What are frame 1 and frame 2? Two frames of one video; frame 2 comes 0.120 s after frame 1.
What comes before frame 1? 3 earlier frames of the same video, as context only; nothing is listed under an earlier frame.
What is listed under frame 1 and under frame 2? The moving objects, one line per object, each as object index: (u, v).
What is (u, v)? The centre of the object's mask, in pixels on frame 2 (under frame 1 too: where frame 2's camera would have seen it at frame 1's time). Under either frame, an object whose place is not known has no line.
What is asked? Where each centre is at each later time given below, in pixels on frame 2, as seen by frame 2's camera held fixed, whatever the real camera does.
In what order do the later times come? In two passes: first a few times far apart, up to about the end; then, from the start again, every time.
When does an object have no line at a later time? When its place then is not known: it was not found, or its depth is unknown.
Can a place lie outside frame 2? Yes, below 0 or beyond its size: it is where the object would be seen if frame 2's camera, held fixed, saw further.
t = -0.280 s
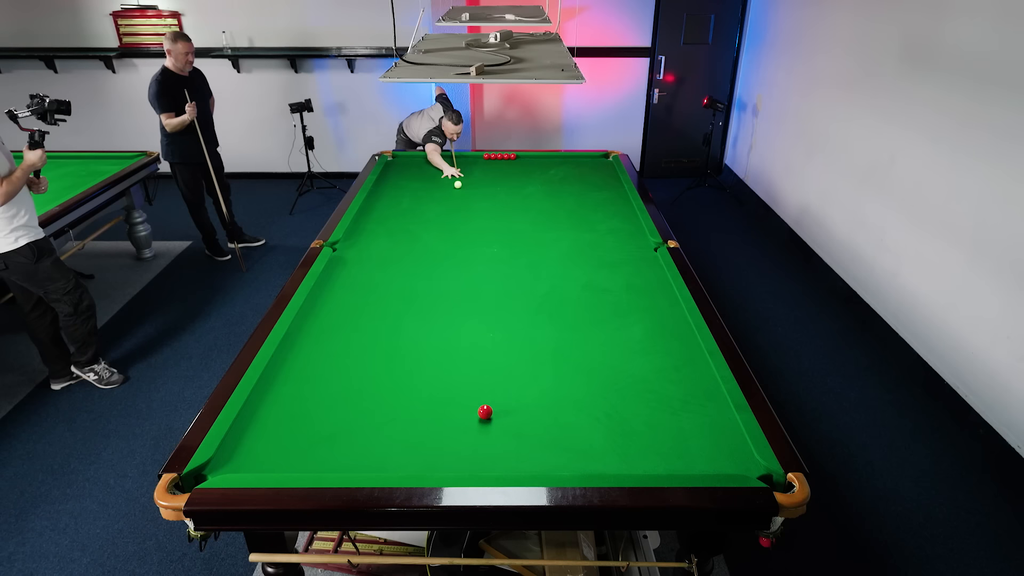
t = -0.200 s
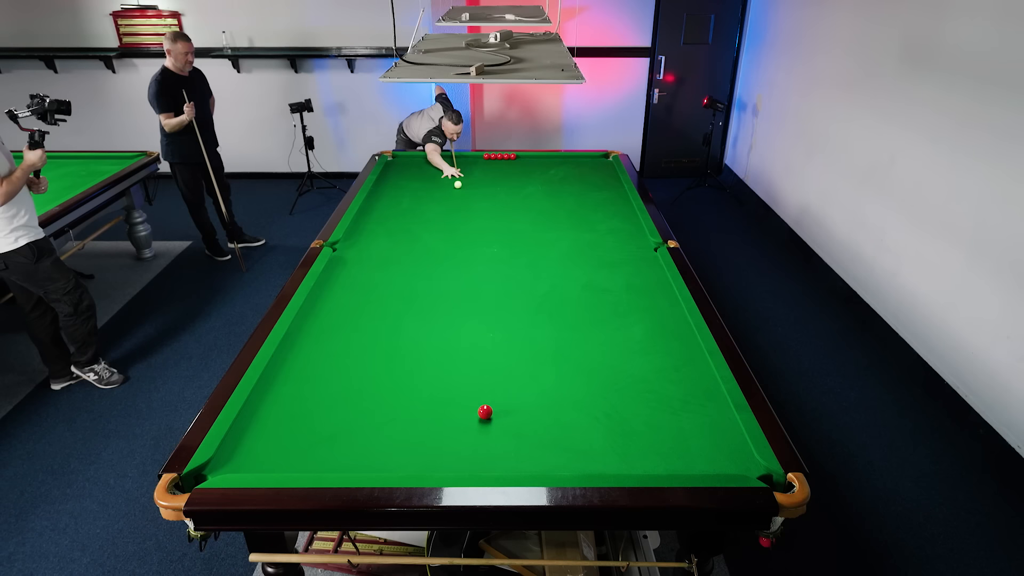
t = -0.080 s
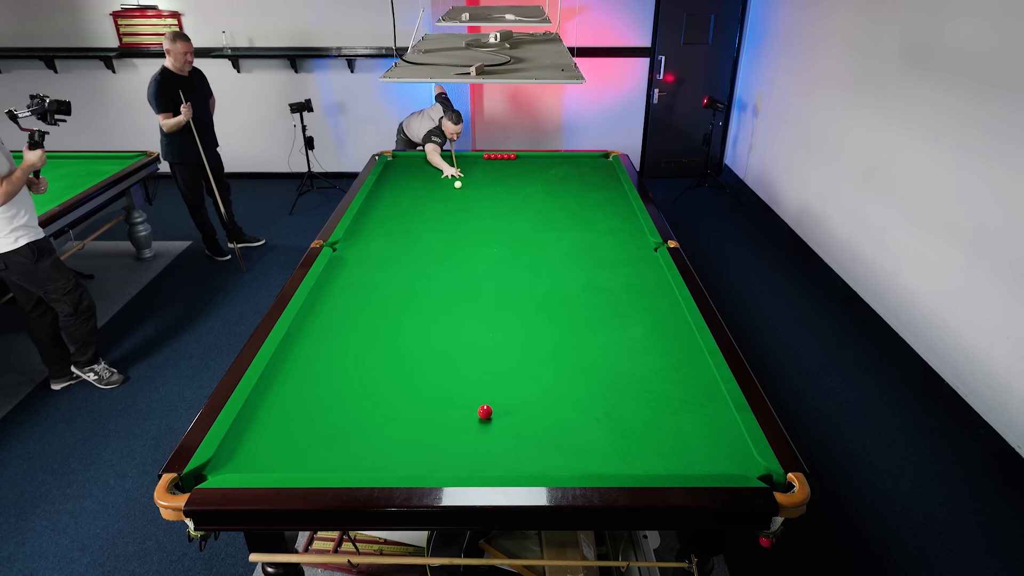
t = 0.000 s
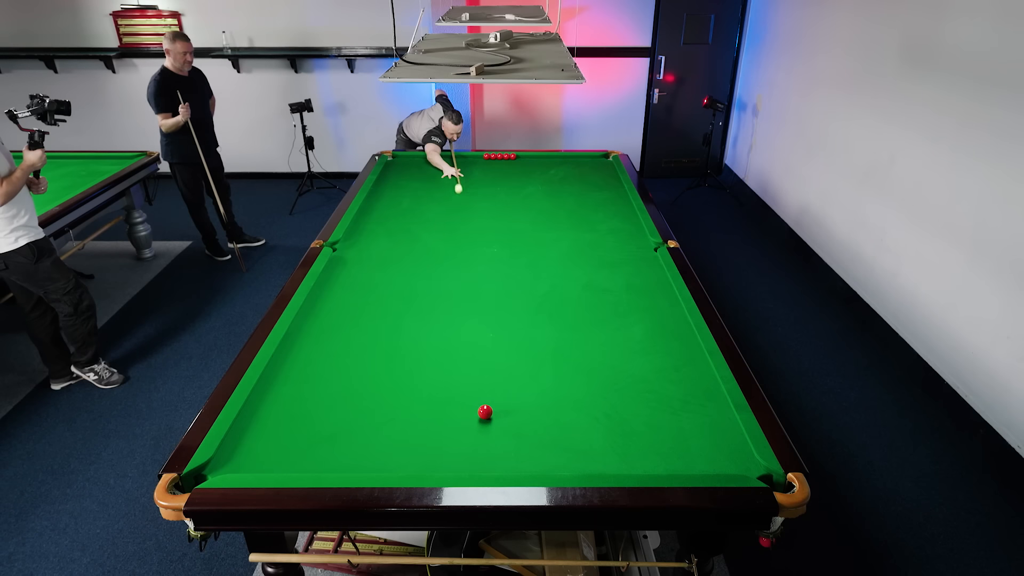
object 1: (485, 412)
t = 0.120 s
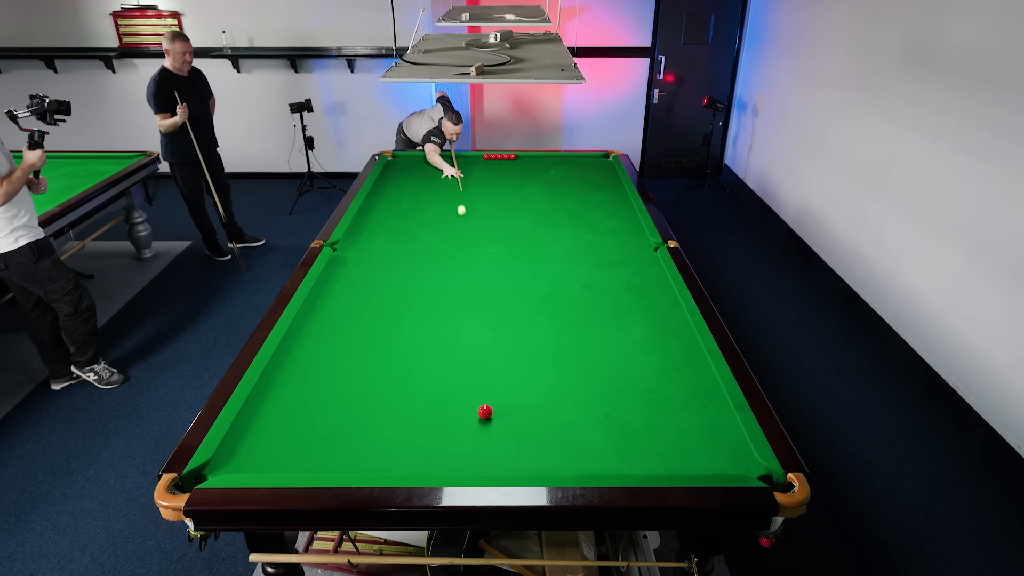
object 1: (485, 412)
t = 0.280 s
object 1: (485, 412)
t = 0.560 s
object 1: (485, 412)
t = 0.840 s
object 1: (485, 412)
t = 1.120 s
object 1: (417, 466)
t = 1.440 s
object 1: (383, 422)
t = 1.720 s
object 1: (358, 392)
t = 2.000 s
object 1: (336, 367)
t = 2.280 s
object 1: (318, 345)
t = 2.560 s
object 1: (301, 326)
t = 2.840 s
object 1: (314, 311)
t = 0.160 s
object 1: (485, 412)
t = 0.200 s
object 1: (485, 412)
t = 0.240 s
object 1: (485, 412)
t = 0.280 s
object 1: (485, 412)
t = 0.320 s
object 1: (485, 412)
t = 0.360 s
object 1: (485, 412)
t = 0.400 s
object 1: (485, 412)
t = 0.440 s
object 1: (485, 413)
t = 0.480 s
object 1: (485, 413)
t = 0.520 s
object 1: (485, 413)
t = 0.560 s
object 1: (485, 412)
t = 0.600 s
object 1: (485, 412)
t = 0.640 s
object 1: (485, 412)
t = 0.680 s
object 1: (485, 413)
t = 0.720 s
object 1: (485, 412)
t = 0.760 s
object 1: (485, 412)
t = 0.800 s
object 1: (485, 412)
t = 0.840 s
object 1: (485, 412)
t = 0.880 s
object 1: (479, 417)
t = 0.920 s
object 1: (468, 428)
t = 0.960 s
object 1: (456, 438)
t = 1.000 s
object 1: (445, 448)
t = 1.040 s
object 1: (434, 458)
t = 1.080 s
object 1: (424, 466)
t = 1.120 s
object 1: (417, 466)
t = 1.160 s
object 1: (413, 459)
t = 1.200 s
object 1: (408, 453)
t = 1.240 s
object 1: (404, 447)
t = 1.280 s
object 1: (399, 442)
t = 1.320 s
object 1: (395, 437)
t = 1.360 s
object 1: (391, 432)
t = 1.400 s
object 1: (387, 427)
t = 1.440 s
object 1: (383, 422)
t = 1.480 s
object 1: (379, 418)
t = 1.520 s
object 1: (375, 413)
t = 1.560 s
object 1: (372, 409)
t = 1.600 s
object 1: (368, 404)
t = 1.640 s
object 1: (365, 400)
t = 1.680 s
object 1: (361, 396)
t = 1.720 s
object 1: (358, 392)
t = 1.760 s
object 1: (355, 388)
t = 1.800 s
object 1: (351, 385)
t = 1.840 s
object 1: (348, 381)
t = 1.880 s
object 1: (345, 377)
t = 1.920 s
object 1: (342, 374)
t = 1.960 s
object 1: (339, 370)
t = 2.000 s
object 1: (336, 367)
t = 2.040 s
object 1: (333, 363)
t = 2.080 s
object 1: (331, 360)
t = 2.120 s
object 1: (328, 357)
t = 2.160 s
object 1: (325, 354)
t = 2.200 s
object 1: (323, 351)
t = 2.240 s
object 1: (320, 348)
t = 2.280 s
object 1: (318, 345)
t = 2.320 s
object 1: (315, 342)
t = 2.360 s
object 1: (313, 339)
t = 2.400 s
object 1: (311, 337)
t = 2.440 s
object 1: (308, 334)
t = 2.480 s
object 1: (306, 331)
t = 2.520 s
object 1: (304, 329)
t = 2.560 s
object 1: (301, 326)
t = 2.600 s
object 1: (299, 324)
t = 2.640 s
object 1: (298, 321)
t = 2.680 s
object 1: (302, 319)
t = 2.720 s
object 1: (305, 317)
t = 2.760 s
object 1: (308, 315)
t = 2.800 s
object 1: (311, 313)
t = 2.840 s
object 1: (314, 311)
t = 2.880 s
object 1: (317, 310)
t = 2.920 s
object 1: (320, 308)
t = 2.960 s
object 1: (323, 306)
